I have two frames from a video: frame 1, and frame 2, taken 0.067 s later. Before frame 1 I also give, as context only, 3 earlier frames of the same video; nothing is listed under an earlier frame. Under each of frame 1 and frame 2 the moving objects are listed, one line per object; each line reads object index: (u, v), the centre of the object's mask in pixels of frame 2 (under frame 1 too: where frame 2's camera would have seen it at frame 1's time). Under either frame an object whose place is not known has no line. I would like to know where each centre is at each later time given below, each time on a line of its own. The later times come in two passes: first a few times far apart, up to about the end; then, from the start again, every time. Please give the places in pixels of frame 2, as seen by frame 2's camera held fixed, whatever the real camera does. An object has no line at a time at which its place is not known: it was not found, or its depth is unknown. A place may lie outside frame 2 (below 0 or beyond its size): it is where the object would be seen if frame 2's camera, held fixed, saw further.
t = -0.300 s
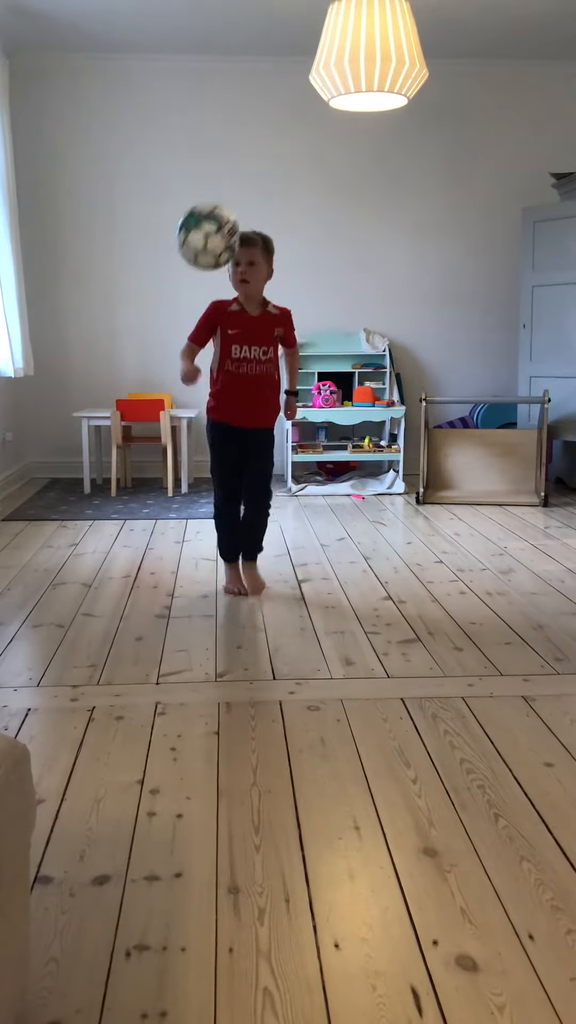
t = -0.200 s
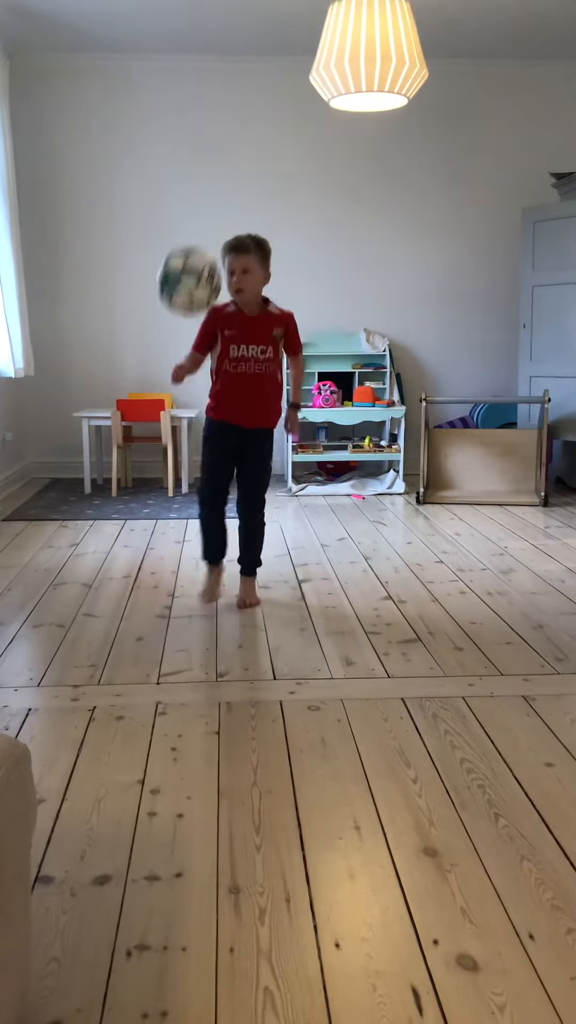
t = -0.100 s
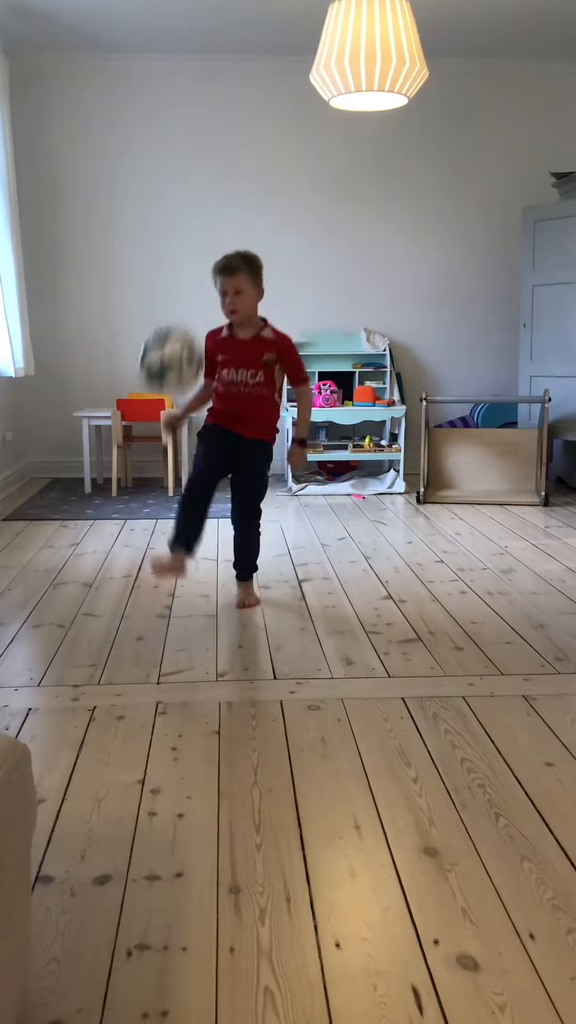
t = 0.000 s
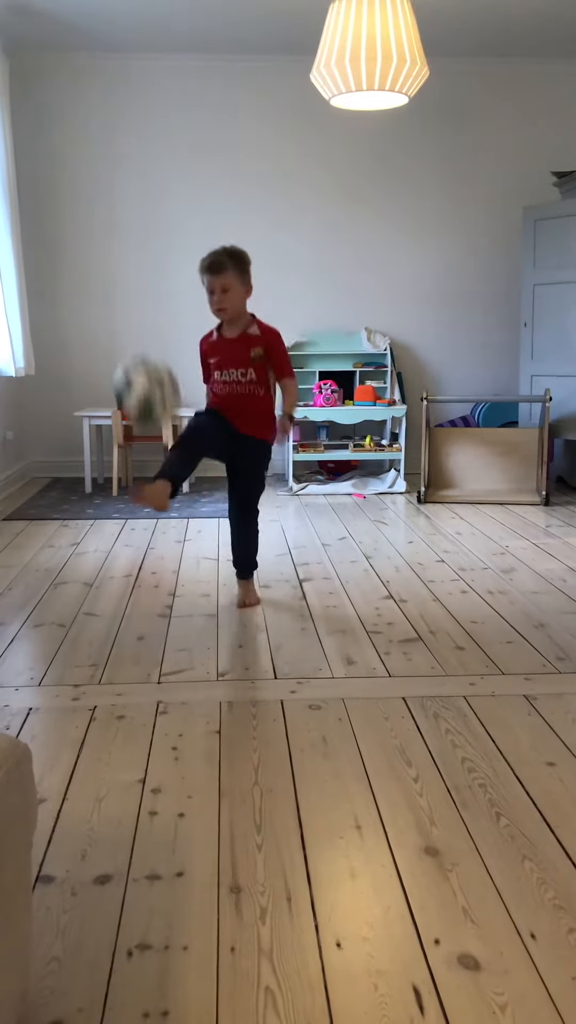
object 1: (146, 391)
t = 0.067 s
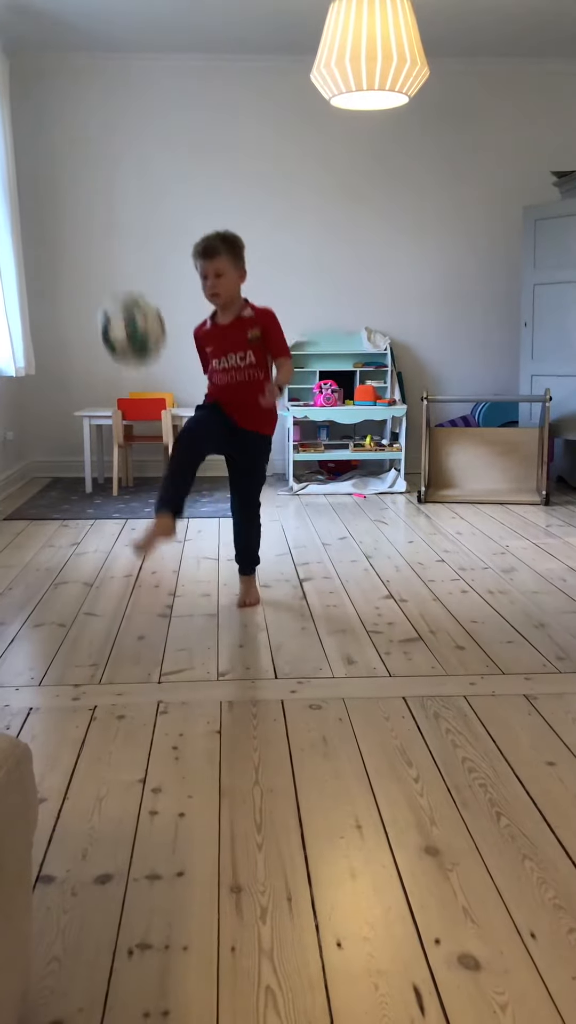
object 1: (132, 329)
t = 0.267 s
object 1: (90, 225)
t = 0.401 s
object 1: (66, 233)
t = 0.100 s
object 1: (124, 302)
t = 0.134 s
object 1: (117, 279)
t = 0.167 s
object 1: (110, 260)
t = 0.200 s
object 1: (104, 245)
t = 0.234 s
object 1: (96, 233)
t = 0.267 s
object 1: (90, 225)
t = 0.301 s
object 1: (83, 221)
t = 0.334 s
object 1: (77, 221)
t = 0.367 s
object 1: (71, 226)
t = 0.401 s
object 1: (66, 233)
